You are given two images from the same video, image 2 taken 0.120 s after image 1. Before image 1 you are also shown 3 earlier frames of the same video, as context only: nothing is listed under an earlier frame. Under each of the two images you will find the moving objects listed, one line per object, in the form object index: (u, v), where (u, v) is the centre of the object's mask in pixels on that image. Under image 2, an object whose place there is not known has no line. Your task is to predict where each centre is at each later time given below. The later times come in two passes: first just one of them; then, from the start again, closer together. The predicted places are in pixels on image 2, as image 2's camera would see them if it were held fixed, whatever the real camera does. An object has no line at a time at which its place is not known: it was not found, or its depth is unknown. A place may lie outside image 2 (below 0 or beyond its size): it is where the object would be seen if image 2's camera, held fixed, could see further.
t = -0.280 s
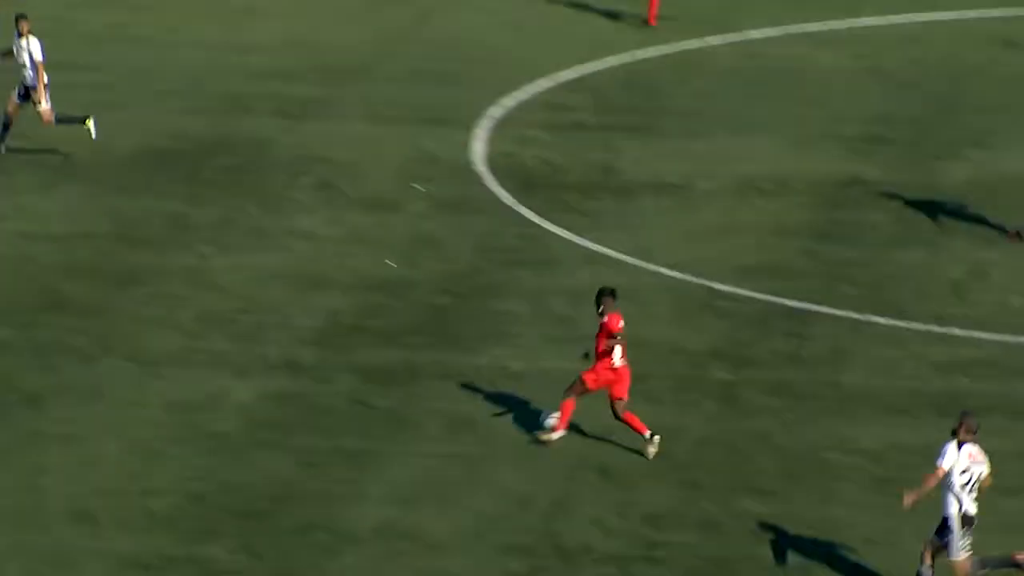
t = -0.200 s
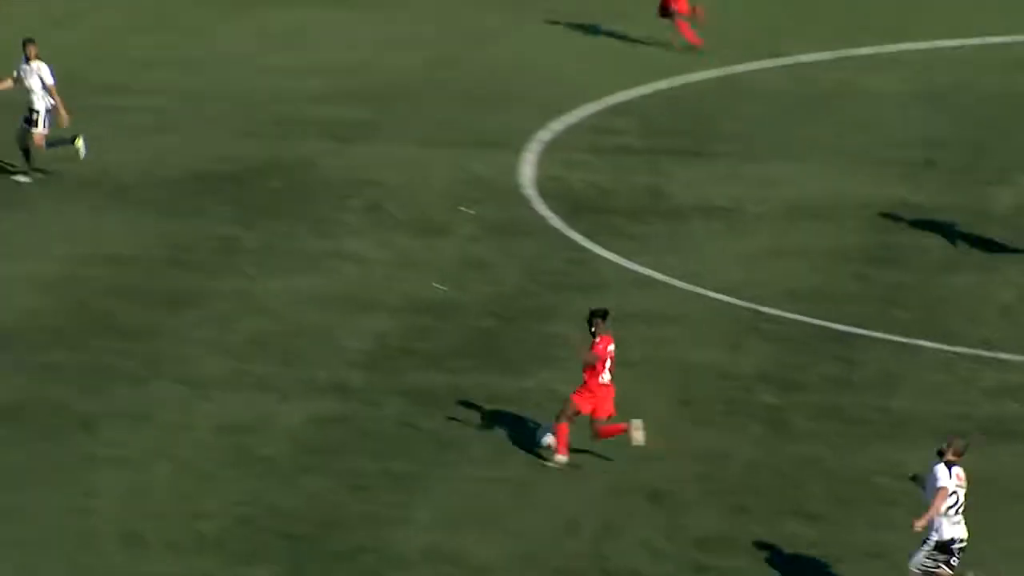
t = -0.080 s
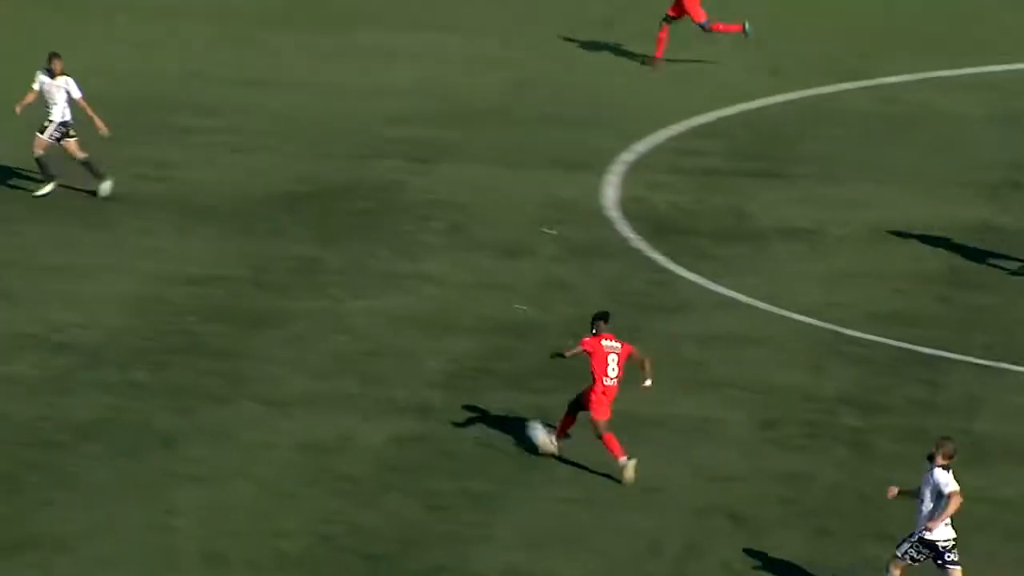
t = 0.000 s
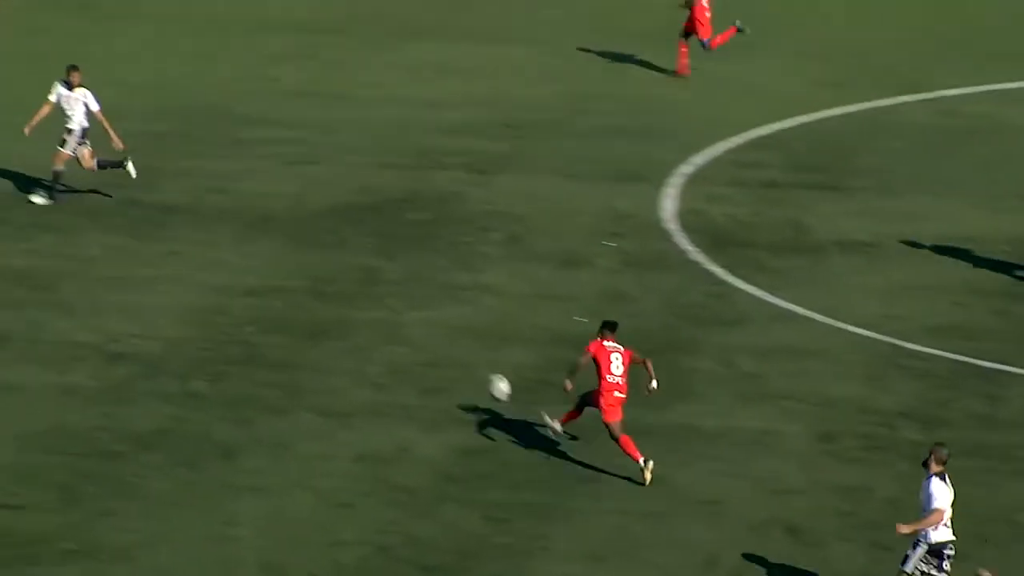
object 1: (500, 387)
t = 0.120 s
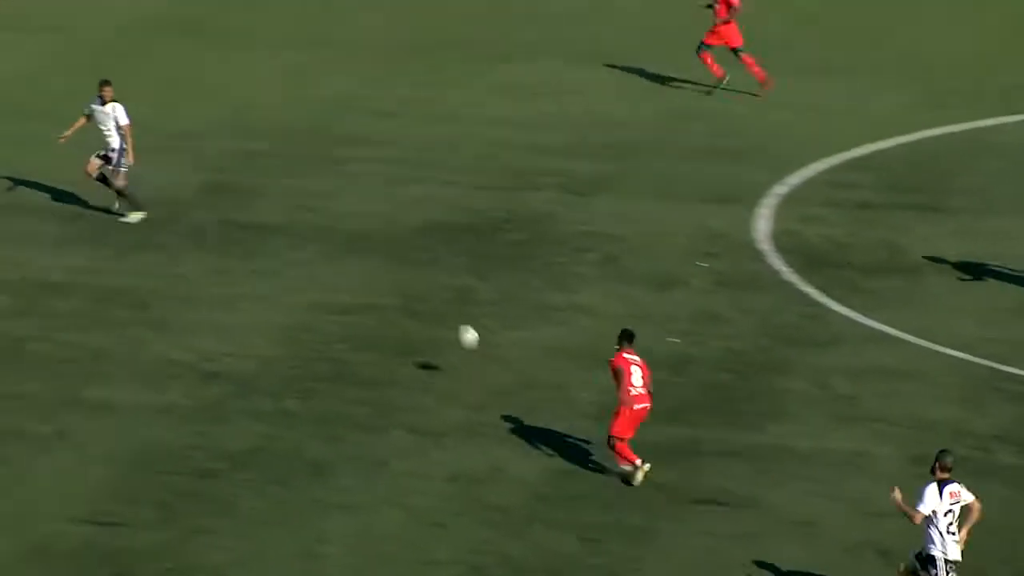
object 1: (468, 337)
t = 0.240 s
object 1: (368, 285)
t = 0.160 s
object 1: (433, 317)
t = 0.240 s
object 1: (368, 285)
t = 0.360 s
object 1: (288, 249)
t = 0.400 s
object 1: (267, 240)
